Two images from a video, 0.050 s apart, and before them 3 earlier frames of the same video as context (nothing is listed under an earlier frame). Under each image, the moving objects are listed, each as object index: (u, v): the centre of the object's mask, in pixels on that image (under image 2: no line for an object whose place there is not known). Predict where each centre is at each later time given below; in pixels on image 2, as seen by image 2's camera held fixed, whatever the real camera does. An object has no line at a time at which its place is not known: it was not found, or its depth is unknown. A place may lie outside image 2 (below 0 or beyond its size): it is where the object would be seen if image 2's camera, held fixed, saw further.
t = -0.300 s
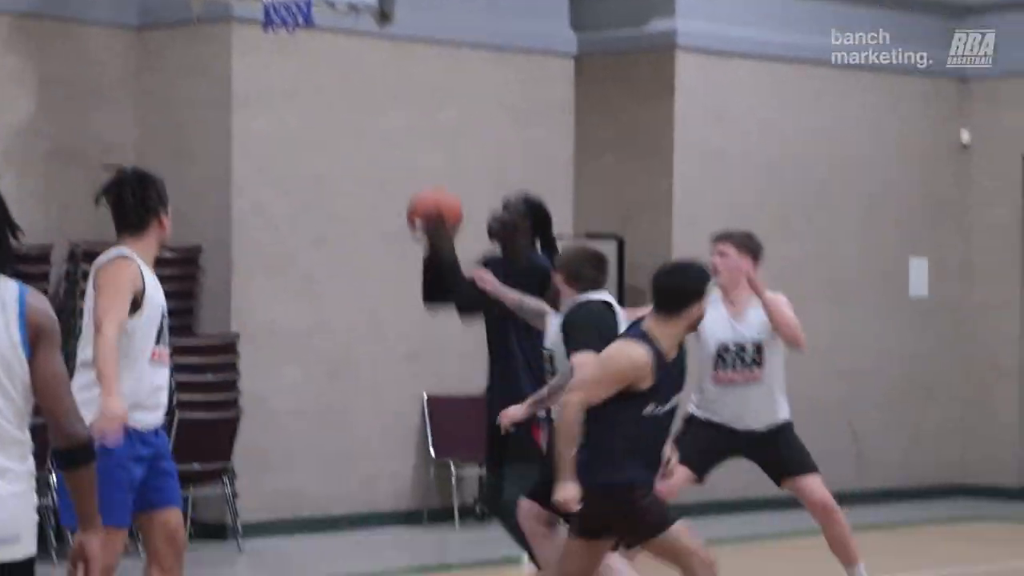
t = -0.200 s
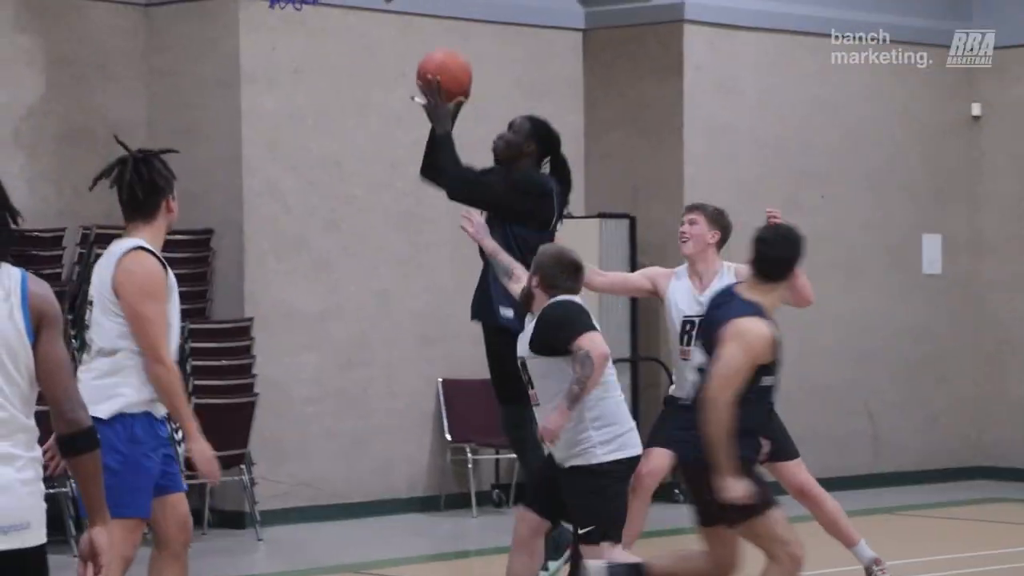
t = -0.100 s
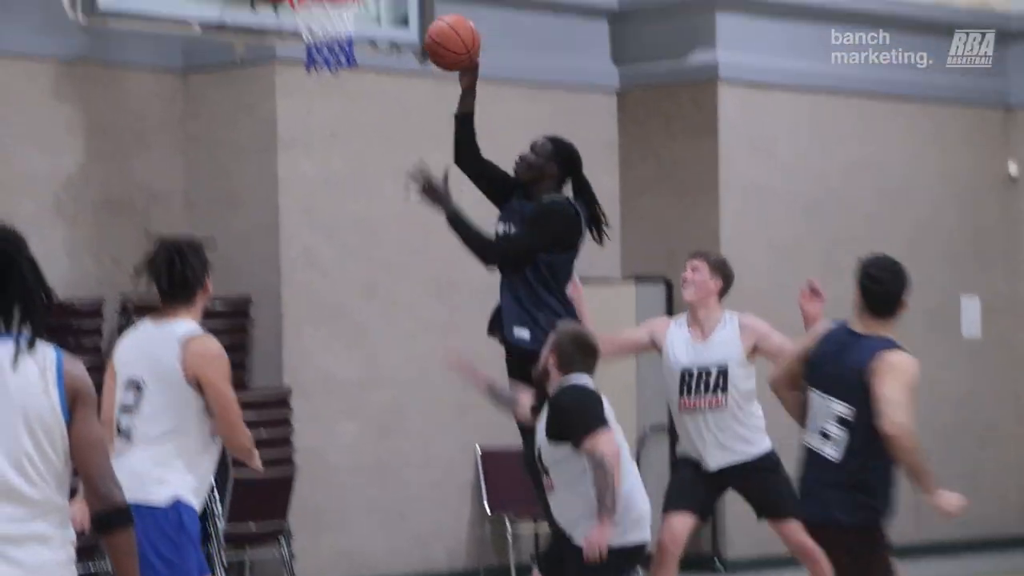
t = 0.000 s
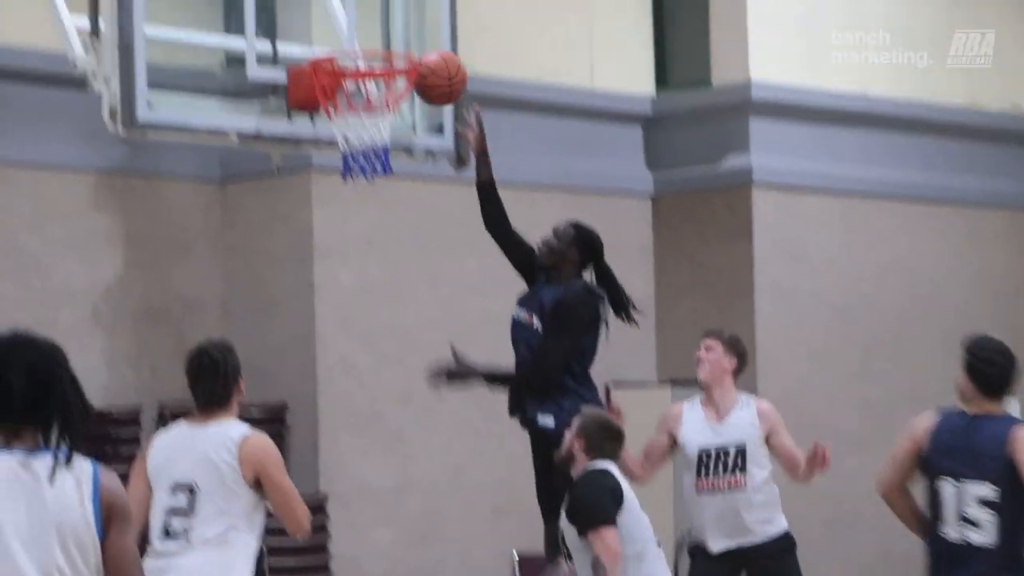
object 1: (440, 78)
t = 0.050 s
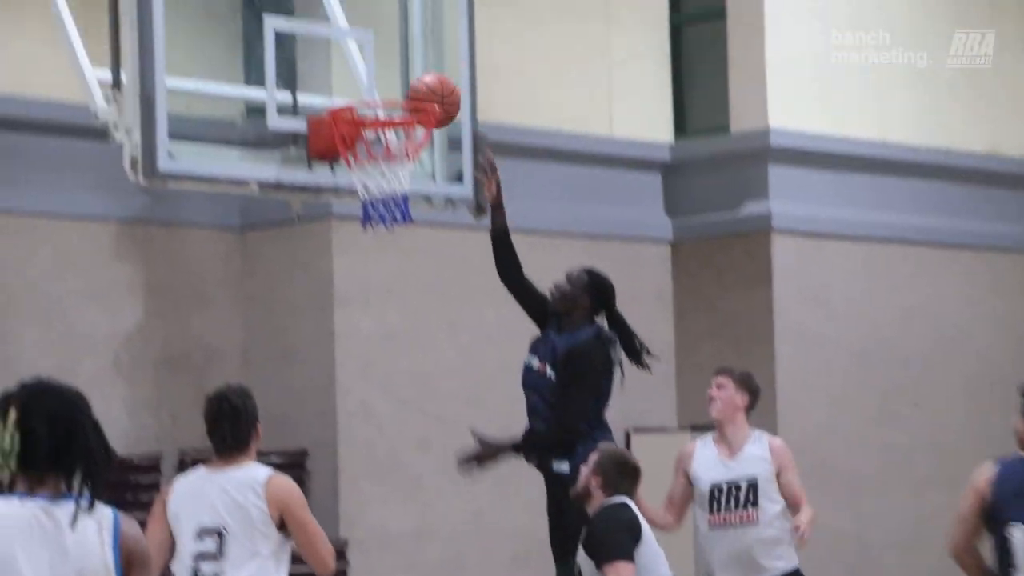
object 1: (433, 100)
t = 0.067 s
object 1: (425, 93)
